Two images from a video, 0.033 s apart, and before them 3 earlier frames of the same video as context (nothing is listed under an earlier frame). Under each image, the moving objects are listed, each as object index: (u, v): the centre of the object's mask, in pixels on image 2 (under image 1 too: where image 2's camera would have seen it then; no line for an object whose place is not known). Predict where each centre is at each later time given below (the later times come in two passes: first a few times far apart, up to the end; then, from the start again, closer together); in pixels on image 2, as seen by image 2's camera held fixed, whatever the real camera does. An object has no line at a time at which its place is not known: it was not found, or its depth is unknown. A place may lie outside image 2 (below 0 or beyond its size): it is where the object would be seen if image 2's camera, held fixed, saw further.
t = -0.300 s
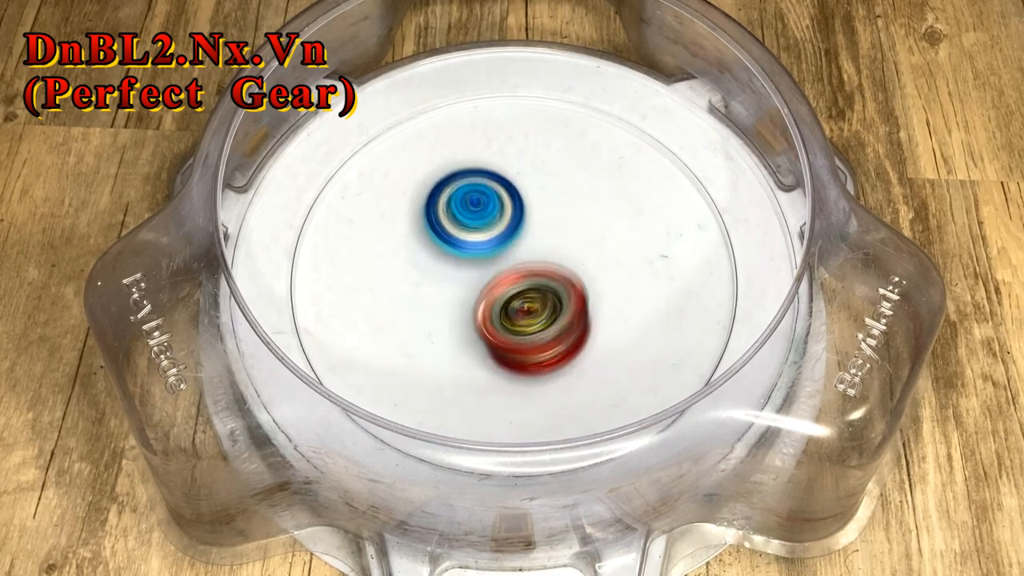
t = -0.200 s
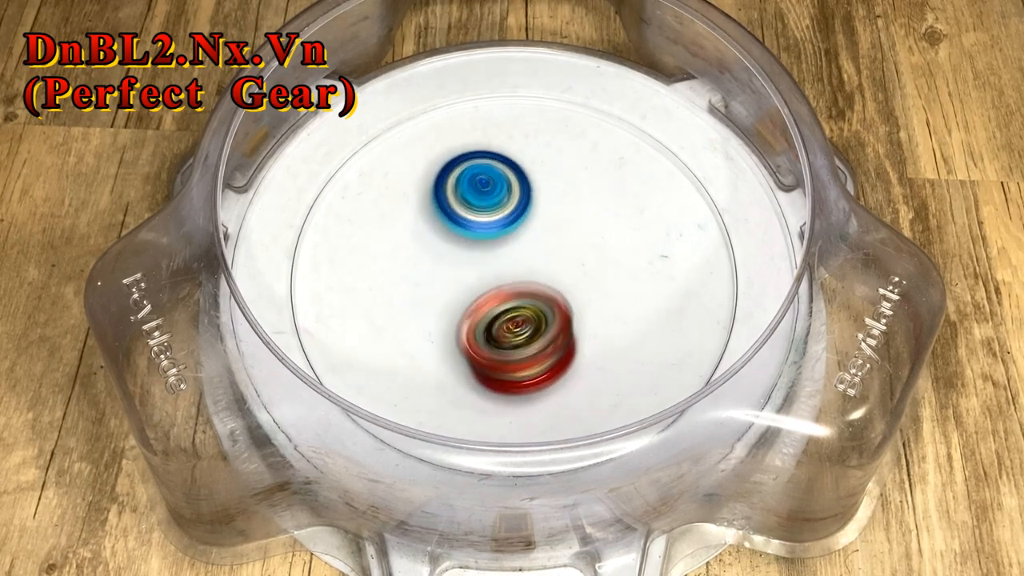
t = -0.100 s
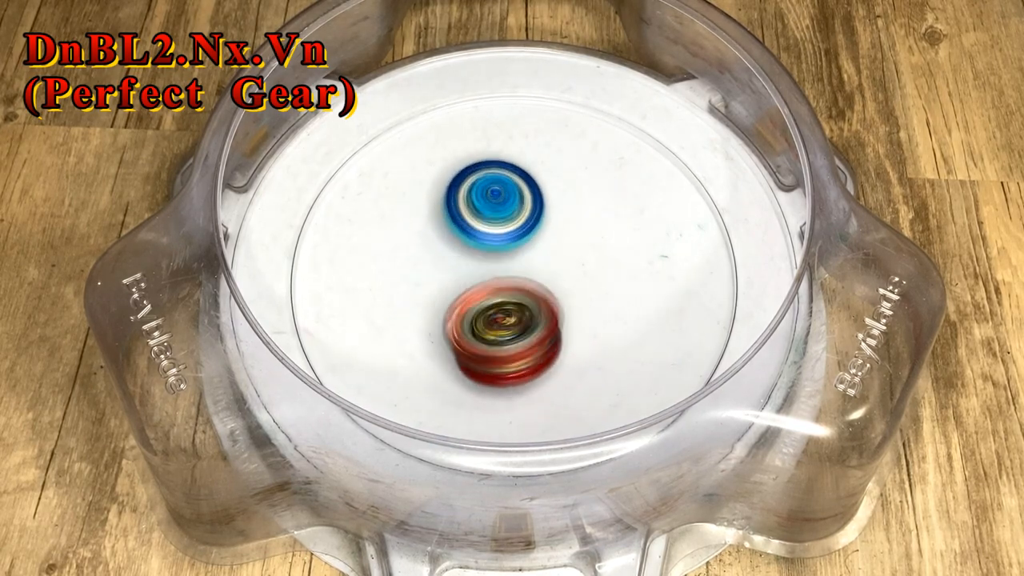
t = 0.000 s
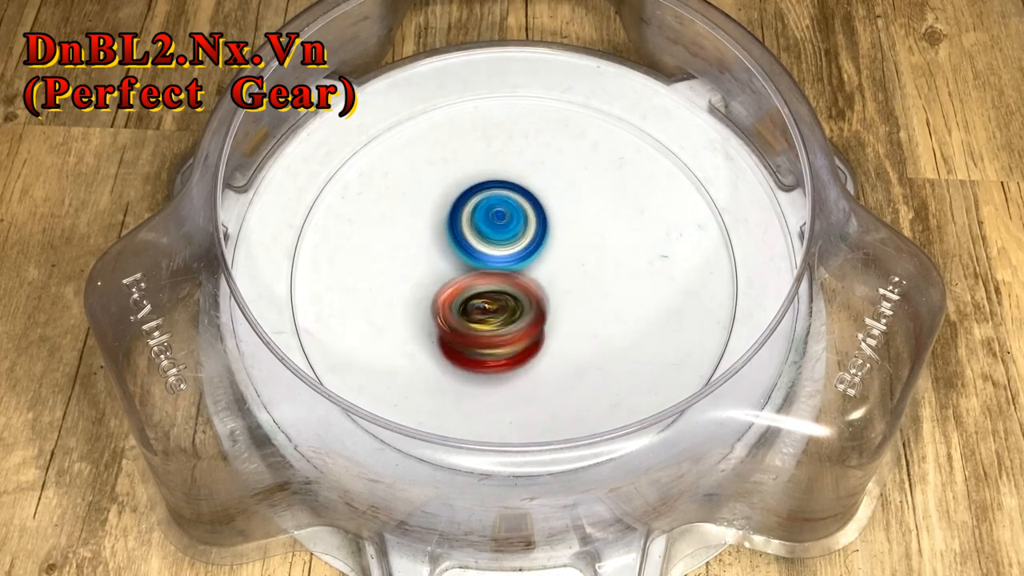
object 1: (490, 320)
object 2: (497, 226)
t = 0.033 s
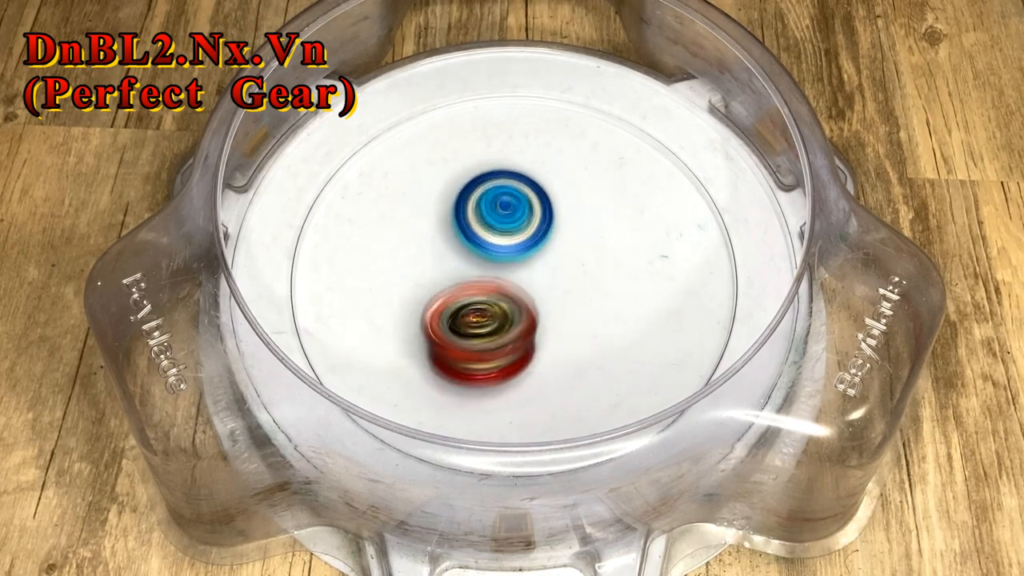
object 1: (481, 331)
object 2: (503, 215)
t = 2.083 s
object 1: (548, 250)
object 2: (531, 355)
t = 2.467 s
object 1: (588, 247)
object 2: (487, 309)
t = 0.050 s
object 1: (476, 336)
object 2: (506, 209)
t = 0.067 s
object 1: (471, 339)
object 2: (507, 205)
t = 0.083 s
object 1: (467, 343)
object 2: (509, 202)
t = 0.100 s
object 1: (463, 343)
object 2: (511, 199)
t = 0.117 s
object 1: (460, 346)
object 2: (511, 196)
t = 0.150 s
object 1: (455, 346)
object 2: (511, 194)
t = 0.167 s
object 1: (454, 344)
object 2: (512, 192)
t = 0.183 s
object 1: (452, 343)
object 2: (511, 190)
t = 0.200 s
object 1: (452, 341)
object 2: (510, 189)
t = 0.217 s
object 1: (451, 338)
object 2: (509, 188)
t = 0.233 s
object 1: (450, 335)
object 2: (508, 187)
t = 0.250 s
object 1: (451, 331)
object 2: (505, 186)
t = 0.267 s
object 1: (451, 327)
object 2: (502, 186)
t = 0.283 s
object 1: (451, 324)
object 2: (500, 186)
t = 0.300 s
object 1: (450, 318)
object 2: (497, 185)
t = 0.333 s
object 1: (449, 308)
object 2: (489, 187)
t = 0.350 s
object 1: (448, 304)
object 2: (487, 189)
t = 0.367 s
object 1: (448, 299)
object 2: (483, 191)
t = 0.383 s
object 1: (447, 293)
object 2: (480, 195)
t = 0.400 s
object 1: (446, 289)
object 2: (478, 198)
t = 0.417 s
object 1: (442, 288)
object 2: (478, 196)
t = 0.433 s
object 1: (437, 290)
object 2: (479, 193)
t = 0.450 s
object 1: (433, 290)
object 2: (481, 190)
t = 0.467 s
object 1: (430, 289)
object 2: (484, 188)
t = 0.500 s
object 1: (426, 287)
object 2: (488, 185)
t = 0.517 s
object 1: (425, 286)
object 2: (491, 185)
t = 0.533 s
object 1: (425, 285)
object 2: (492, 185)
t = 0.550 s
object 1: (425, 282)
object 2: (494, 186)
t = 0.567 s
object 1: (426, 282)
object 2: (495, 187)
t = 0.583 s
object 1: (428, 279)
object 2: (497, 189)
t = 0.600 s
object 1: (430, 277)
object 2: (498, 190)
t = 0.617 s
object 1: (433, 276)
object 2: (500, 193)
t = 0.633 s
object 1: (436, 273)
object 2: (501, 195)
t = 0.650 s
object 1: (439, 271)
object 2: (503, 197)
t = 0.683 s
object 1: (439, 269)
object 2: (511, 199)
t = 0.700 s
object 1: (439, 270)
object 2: (516, 199)
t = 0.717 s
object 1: (438, 269)
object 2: (519, 200)
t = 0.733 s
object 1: (438, 269)
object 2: (523, 202)
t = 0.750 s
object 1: (439, 268)
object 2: (526, 203)
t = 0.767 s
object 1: (440, 267)
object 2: (528, 205)
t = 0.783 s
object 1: (441, 266)
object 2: (531, 208)
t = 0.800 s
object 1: (444, 264)
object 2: (533, 210)
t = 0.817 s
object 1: (445, 262)
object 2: (535, 213)
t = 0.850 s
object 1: (446, 259)
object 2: (541, 217)
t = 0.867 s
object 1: (445, 258)
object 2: (544, 219)
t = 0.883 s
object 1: (445, 256)
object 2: (547, 221)
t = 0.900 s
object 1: (446, 254)
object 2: (552, 224)
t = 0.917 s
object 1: (446, 252)
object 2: (555, 225)
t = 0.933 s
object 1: (448, 250)
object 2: (558, 229)
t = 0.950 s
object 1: (449, 247)
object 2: (563, 232)
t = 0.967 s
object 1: (450, 246)
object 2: (566, 234)
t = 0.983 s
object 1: (454, 244)
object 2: (568, 237)
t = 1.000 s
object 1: (455, 242)
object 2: (570, 240)
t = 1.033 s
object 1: (462, 239)
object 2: (572, 246)
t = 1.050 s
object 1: (463, 237)
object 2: (574, 248)
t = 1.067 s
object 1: (465, 236)
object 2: (575, 251)
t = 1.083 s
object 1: (468, 235)
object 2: (576, 253)
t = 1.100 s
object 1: (470, 233)
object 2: (577, 256)
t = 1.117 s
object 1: (472, 232)
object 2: (577, 257)
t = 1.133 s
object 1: (472, 229)
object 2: (578, 259)
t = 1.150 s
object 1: (472, 227)
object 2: (580, 262)
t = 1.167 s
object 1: (472, 224)
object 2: (582, 264)
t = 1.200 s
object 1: (473, 219)
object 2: (586, 270)
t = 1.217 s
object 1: (474, 218)
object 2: (587, 272)
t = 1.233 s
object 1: (475, 216)
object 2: (588, 275)
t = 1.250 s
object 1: (475, 214)
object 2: (590, 277)
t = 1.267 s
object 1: (478, 213)
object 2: (591, 279)
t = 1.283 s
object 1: (479, 212)
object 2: (590, 281)
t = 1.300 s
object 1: (480, 211)
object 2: (590, 281)
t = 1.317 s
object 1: (483, 212)
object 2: (588, 281)
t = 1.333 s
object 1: (485, 211)
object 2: (585, 282)
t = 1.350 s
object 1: (487, 211)
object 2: (583, 283)
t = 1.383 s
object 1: (492, 212)
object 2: (576, 283)
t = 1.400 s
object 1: (494, 212)
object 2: (574, 283)
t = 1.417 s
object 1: (496, 209)
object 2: (571, 284)
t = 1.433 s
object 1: (497, 207)
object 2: (568, 286)
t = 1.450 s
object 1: (496, 204)
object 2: (567, 291)
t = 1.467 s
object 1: (497, 202)
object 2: (563, 293)
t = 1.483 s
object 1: (497, 201)
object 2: (559, 296)
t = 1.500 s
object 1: (496, 200)
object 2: (557, 296)
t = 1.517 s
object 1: (498, 200)
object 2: (552, 297)
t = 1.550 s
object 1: (498, 200)
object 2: (544, 298)
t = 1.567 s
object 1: (500, 201)
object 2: (539, 298)
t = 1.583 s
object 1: (500, 201)
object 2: (536, 299)
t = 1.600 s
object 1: (500, 201)
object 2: (533, 300)
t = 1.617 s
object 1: (502, 202)
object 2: (529, 302)
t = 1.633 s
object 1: (502, 202)
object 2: (527, 304)
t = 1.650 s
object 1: (503, 202)
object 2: (525, 305)
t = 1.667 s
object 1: (504, 202)
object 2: (523, 307)
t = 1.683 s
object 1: (506, 202)
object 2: (522, 309)
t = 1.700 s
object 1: (507, 202)
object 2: (520, 310)
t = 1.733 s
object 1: (512, 204)
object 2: (517, 315)
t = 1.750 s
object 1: (512, 206)
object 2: (514, 317)
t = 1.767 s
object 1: (514, 207)
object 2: (513, 320)
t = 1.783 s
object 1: (517, 209)
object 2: (512, 322)
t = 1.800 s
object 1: (517, 212)
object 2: (510, 325)
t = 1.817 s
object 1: (519, 213)
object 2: (510, 327)
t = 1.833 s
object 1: (522, 216)
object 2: (509, 329)
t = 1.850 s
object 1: (522, 219)
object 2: (508, 332)
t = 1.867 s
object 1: (523, 222)
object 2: (508, 335)
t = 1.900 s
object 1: (526, 228)
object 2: (508, 339)
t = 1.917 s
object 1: (527, 232)
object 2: (509, 341)
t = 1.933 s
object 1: (529, 234)
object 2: (509, 342)
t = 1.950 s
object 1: (529, 238)
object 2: (512, 344)
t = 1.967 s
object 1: (530, 242)
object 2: (514, 344)
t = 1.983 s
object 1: (532, 244)
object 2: (515, 346)
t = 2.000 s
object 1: (534, 246)
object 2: (519, 348)
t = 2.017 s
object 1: (537, 247)
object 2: (521, 349)
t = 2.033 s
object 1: (540, 247)
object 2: (524, 352)
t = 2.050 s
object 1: (544, 247)
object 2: (527, 354)
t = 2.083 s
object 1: (548, 250)
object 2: (531, 355)
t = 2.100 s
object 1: (550, 251)
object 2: (533, 353)
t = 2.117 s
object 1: (553, 252)
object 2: (534, 352)
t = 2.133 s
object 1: (556, 251)
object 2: (535, 354)
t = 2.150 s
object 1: (561, 247)
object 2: (532, 356)
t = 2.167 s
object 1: (565, 245)
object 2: (530, 359)
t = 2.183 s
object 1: (568, 243)
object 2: (528, 359)
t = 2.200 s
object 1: (570, 242)
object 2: (526, 359)
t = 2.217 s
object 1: (574, 241)
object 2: (525, 358)
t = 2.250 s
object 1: (577, 242)
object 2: (521, 356)
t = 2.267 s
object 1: (578, 242)
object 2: (520, 353)
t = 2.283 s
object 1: (580, 242)
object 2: (518, 350)
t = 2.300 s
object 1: (580, 243)
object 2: (517, 347)
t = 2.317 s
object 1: (579, 244)
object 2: (515, 342)
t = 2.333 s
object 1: (580, 245)
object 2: (513, 339)
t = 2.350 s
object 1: (580, 246)
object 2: (512, 334)
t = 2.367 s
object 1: (579, 247)
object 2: (510, 330)
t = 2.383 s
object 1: (578, 248)
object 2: (509, 325)
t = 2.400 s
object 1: (579, 248)
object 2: (506, 321)
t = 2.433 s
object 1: (584, 248)
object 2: (496, 315)
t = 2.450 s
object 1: (586, 247)
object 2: (490, 312)
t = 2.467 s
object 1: (588, 247)
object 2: (487, 309)
